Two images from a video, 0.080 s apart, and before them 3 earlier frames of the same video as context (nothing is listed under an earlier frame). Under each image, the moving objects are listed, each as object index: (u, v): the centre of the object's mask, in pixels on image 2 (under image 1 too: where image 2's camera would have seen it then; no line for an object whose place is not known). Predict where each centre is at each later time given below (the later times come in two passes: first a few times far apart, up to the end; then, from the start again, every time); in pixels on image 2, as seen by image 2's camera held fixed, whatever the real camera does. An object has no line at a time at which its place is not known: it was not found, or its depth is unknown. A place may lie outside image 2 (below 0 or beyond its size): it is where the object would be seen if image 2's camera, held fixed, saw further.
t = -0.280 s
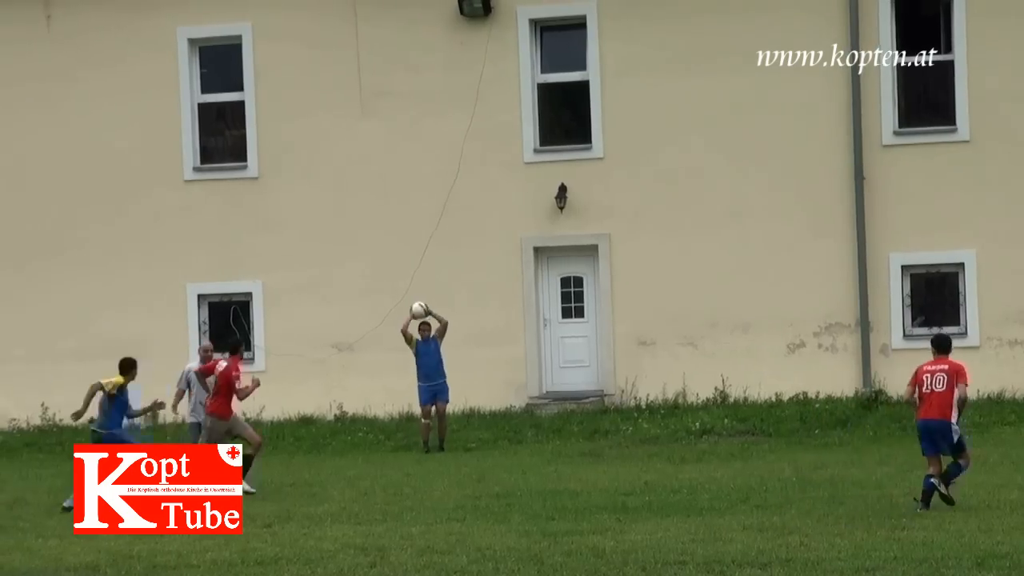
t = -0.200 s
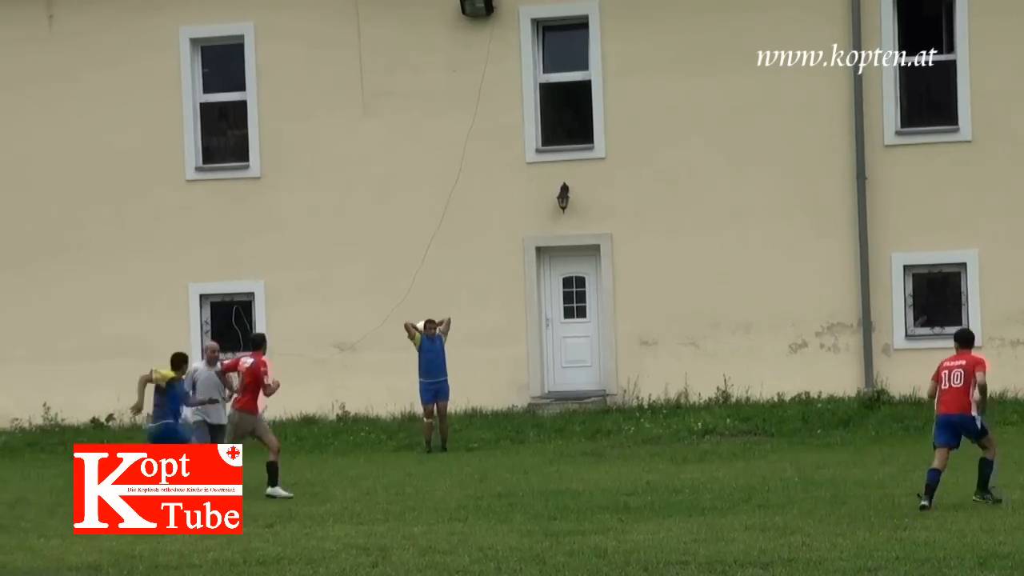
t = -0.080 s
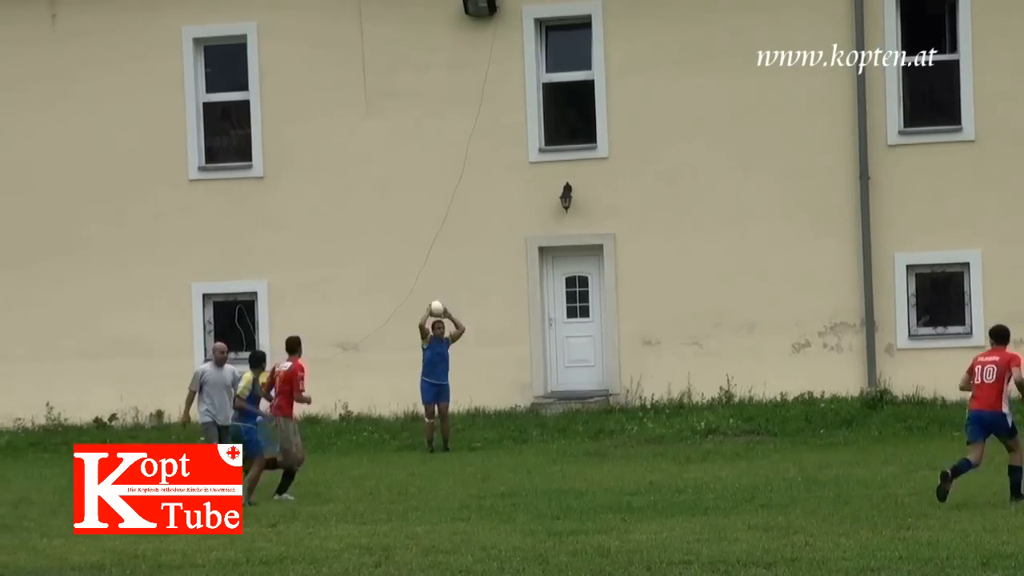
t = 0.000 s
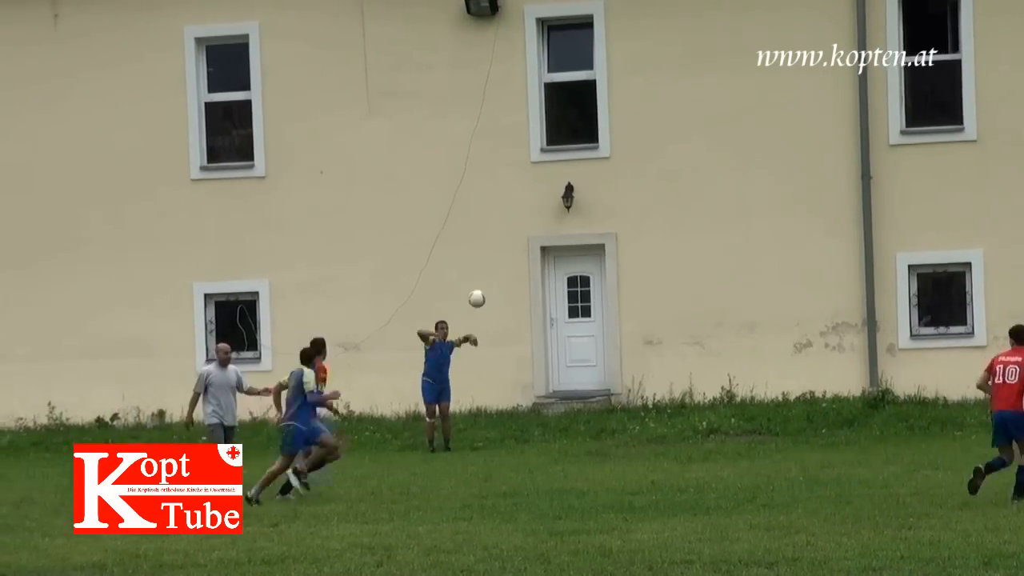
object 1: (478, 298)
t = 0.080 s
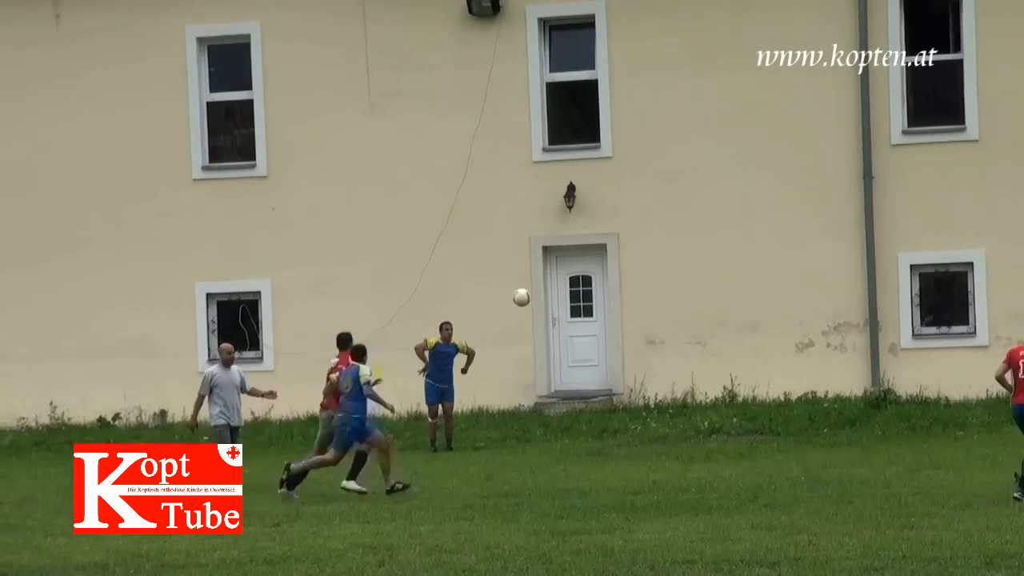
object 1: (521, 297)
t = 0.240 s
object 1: (611, 313)
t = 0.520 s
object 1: (782, 401)
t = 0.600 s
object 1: (834, 442)
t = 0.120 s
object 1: (543, 299)
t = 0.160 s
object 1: (566, 302)
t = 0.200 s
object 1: (588, 307)
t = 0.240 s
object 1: (611, 313)
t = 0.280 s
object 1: (634, 320)
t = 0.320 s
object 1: (658, 330)
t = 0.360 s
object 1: (681, 340)
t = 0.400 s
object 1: (706, 353)
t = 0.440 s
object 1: (731, 368)
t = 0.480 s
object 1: (756, 384)
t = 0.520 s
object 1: (782, 401)
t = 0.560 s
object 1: (808, 420)
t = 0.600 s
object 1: (834, 442)
